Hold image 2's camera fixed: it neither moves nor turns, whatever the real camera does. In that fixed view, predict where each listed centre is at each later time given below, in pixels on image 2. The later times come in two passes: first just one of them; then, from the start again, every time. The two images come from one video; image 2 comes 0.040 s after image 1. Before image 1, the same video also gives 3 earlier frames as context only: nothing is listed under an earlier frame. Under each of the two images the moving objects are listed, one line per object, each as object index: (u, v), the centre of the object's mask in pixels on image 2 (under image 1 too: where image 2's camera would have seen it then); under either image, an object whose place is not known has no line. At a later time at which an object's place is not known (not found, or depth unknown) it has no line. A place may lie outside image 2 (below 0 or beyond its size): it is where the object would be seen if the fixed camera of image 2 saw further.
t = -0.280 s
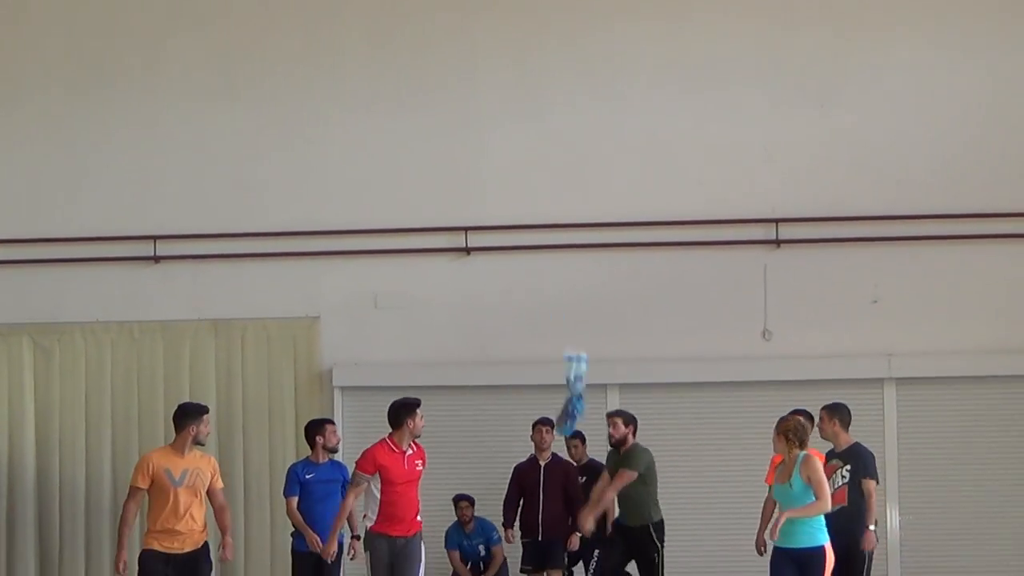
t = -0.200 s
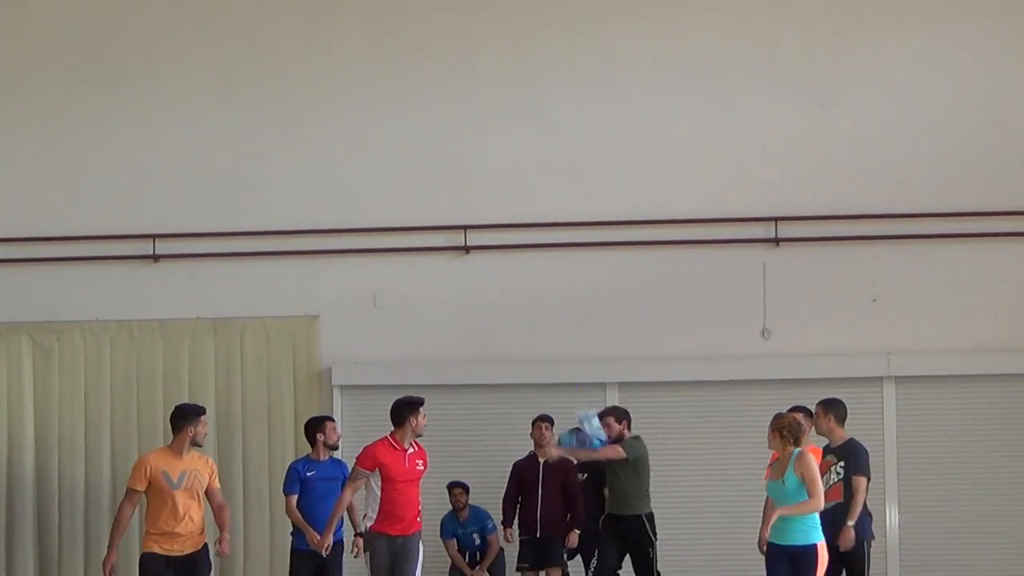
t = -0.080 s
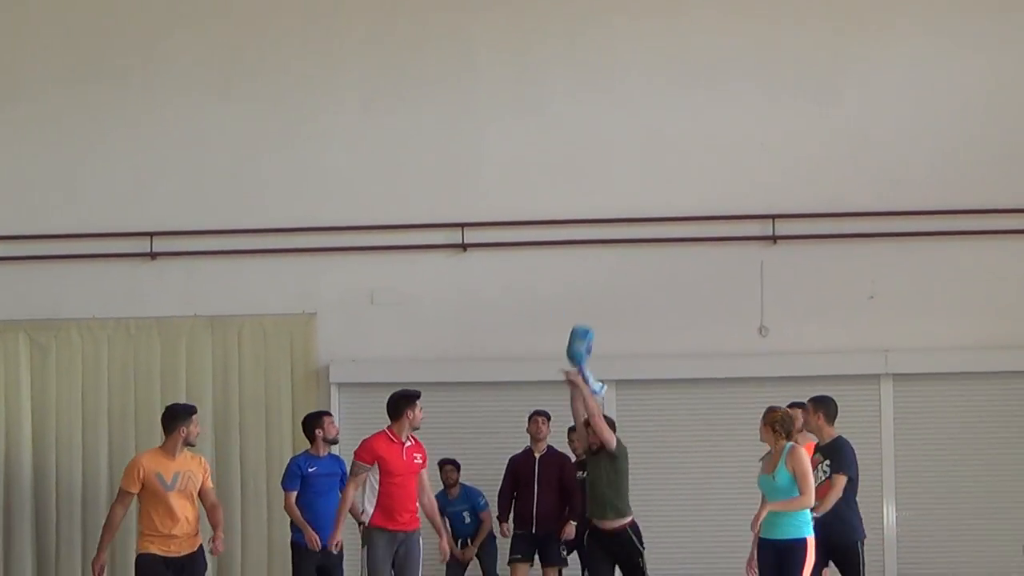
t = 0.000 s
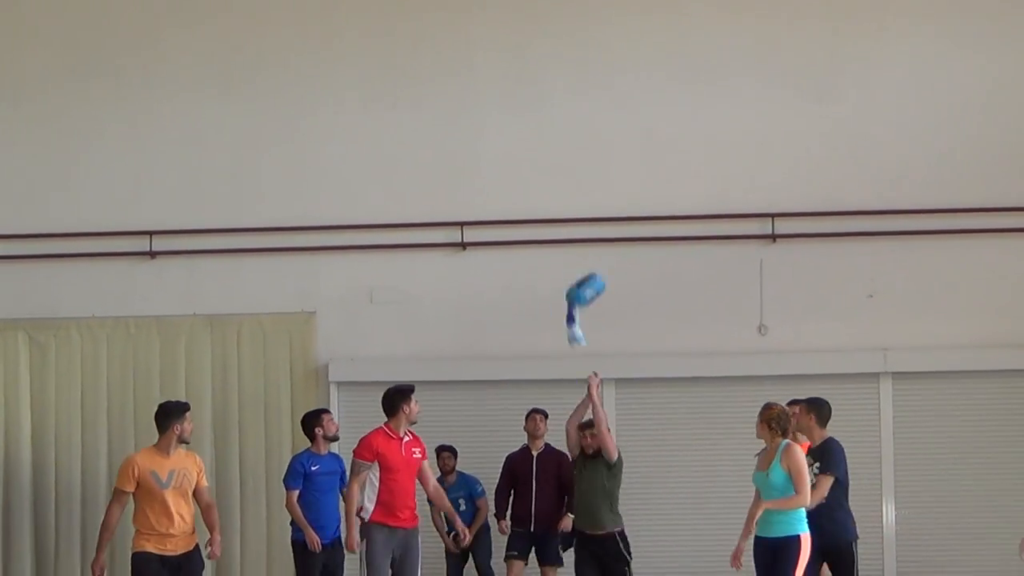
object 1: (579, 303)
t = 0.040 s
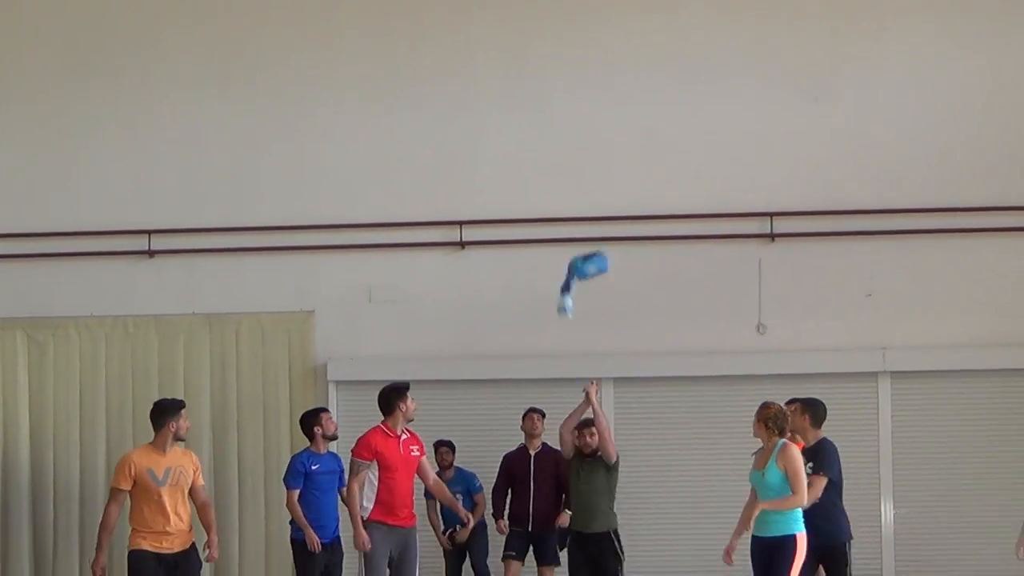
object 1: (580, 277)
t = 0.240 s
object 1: (604, 178)
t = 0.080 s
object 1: (582, 253)
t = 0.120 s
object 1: (585, 230)
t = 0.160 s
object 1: (590, 209)
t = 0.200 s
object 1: (597, 192)
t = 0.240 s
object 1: (604, 178)
